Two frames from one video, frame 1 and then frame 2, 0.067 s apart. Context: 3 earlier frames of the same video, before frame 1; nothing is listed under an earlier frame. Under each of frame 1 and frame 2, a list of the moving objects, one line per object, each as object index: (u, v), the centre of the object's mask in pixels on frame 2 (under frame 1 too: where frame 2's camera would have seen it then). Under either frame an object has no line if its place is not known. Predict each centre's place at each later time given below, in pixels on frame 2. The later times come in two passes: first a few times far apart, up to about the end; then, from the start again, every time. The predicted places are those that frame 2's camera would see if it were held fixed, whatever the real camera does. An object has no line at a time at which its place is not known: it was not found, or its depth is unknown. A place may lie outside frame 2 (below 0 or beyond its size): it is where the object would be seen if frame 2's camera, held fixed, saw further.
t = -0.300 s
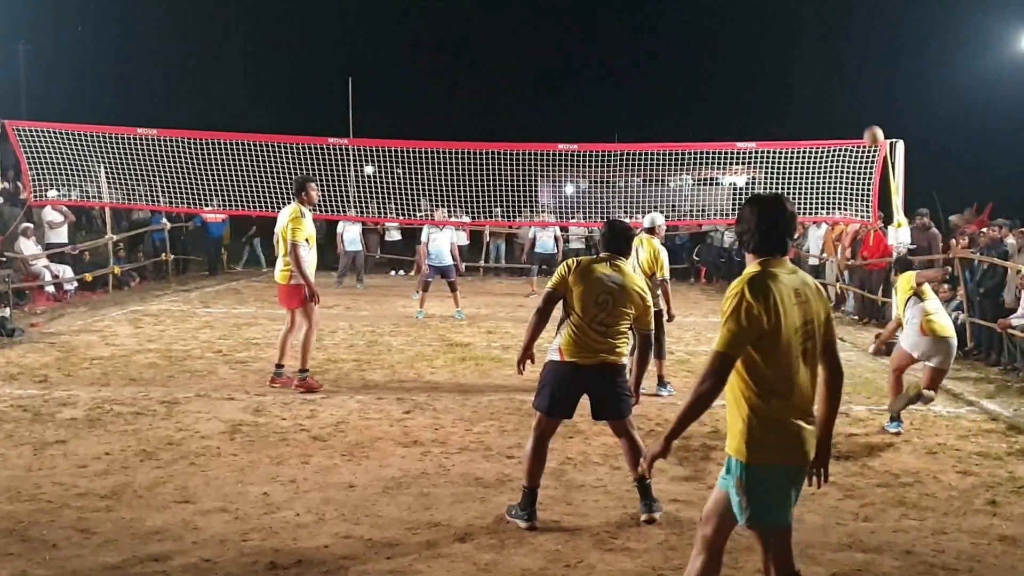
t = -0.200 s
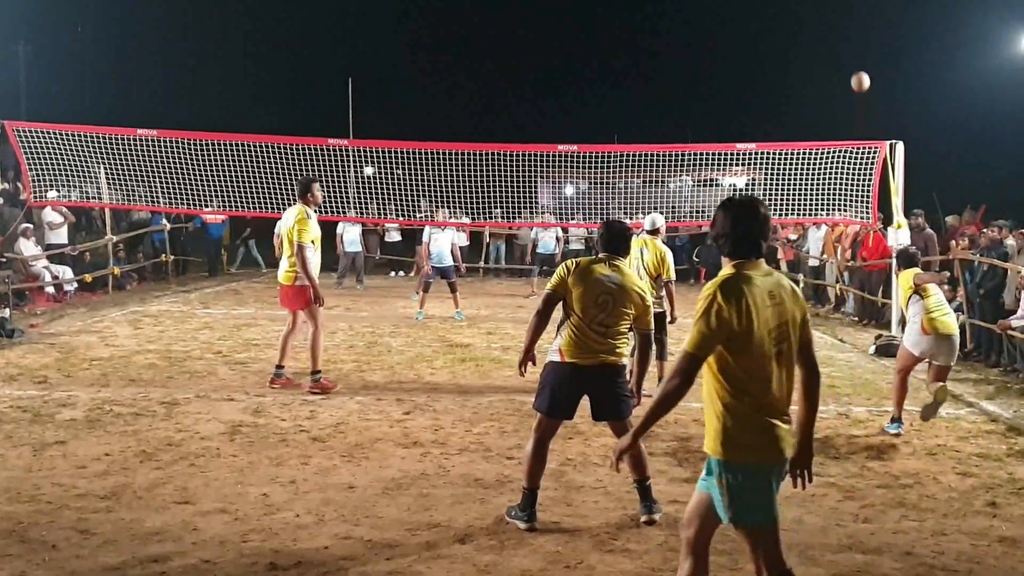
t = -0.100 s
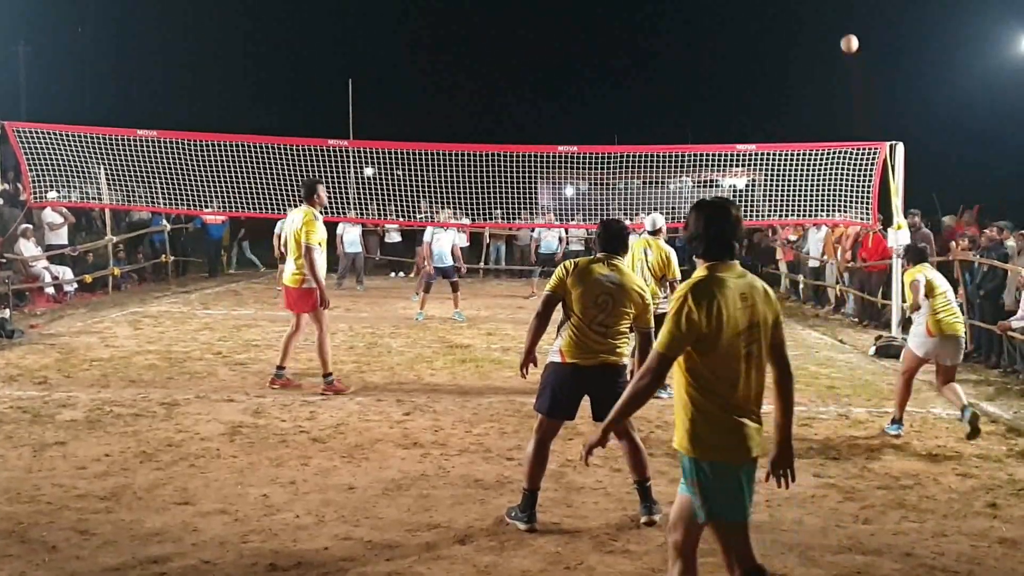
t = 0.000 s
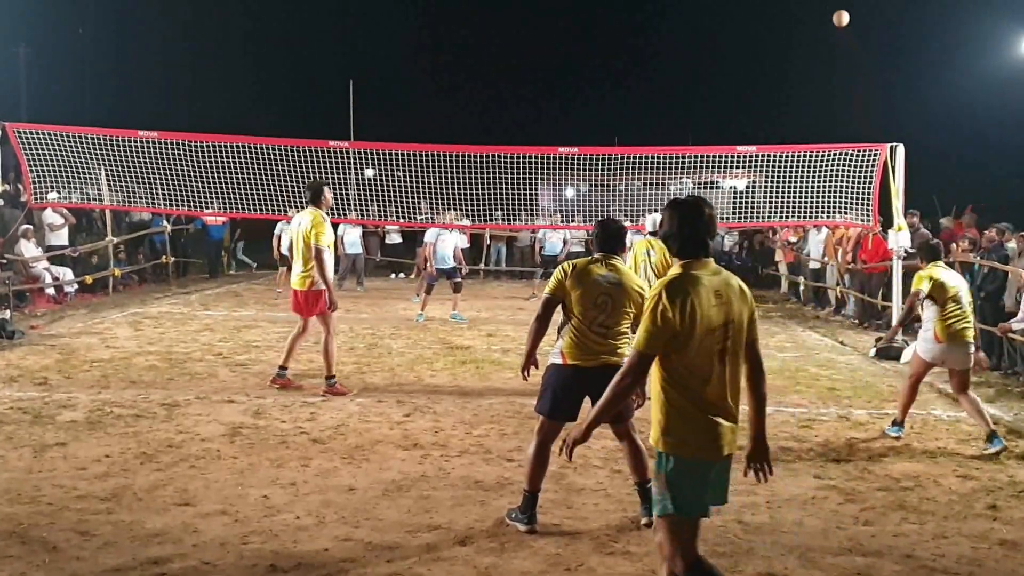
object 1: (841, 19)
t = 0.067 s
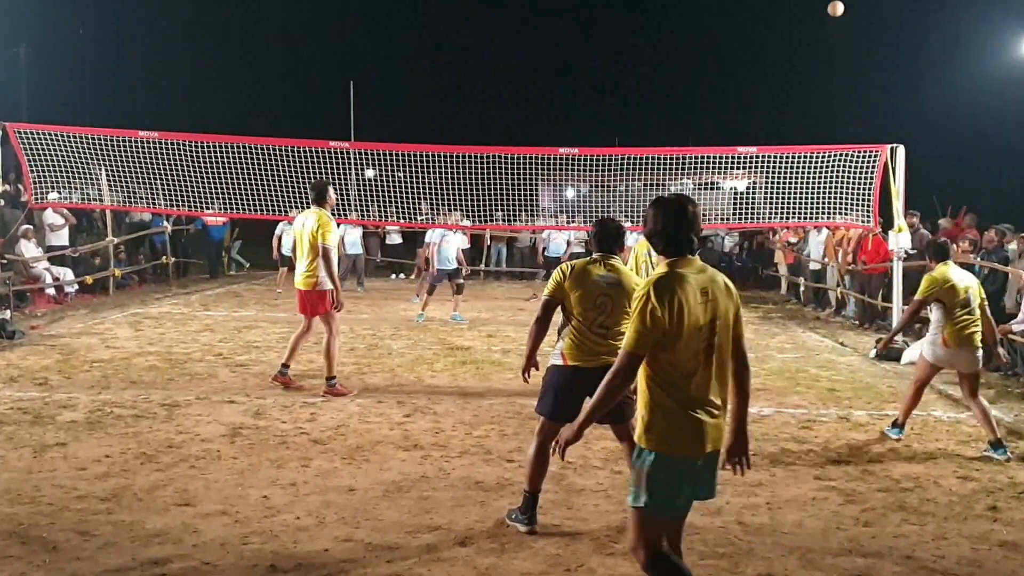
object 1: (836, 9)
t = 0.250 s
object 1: (822, 1)
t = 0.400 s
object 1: (813, 11)
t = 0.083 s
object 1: (834, 7)
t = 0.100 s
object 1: (832, 6)
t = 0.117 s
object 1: (831, 4)
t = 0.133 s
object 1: (830, 3)
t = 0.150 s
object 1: (829, 2)
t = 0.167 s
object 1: (828, 2)
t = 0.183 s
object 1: (827, 1)
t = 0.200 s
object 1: (826, 1)
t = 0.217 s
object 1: (825, 1)
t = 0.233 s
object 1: (823, 1)
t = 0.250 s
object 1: (822, 1)
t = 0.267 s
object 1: (821, 1)
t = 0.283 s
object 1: (819, 1)
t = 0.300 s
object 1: (818, 2)
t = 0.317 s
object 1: (817, 2)
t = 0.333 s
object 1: (817, 3)
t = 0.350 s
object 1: (816, 5)
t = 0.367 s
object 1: (815, 7)
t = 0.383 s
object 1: (814, 9)
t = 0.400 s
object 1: (813, 11)
